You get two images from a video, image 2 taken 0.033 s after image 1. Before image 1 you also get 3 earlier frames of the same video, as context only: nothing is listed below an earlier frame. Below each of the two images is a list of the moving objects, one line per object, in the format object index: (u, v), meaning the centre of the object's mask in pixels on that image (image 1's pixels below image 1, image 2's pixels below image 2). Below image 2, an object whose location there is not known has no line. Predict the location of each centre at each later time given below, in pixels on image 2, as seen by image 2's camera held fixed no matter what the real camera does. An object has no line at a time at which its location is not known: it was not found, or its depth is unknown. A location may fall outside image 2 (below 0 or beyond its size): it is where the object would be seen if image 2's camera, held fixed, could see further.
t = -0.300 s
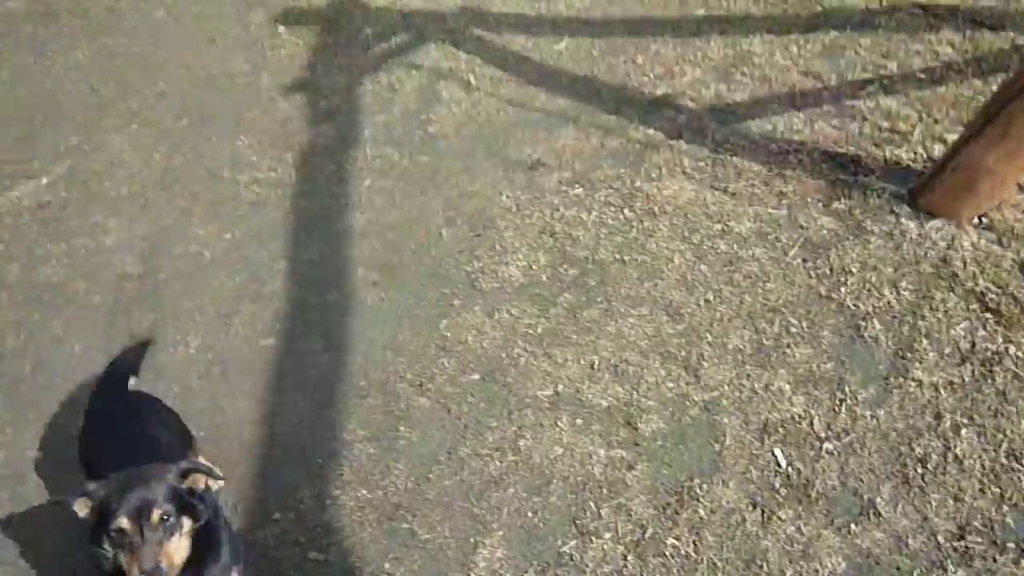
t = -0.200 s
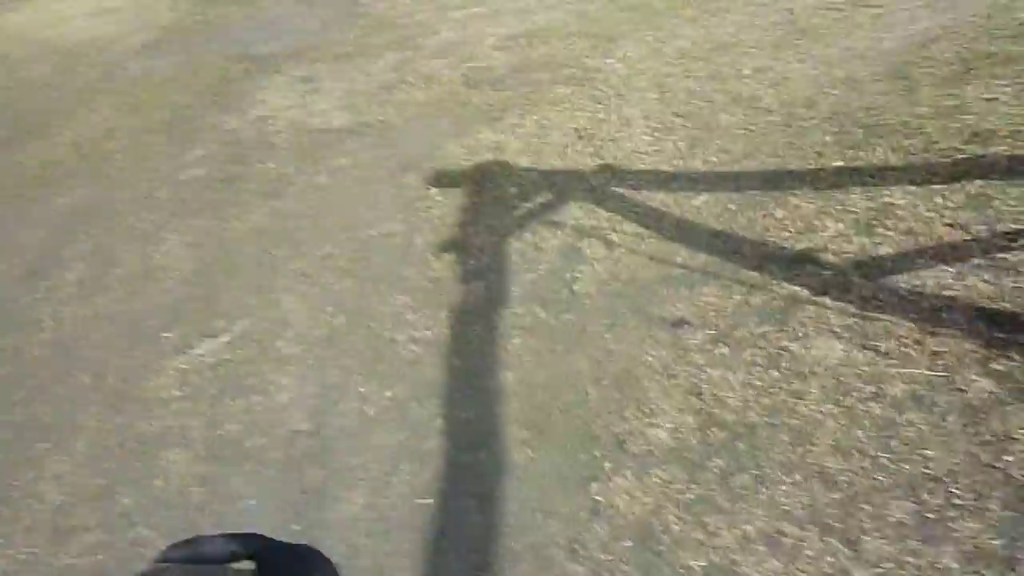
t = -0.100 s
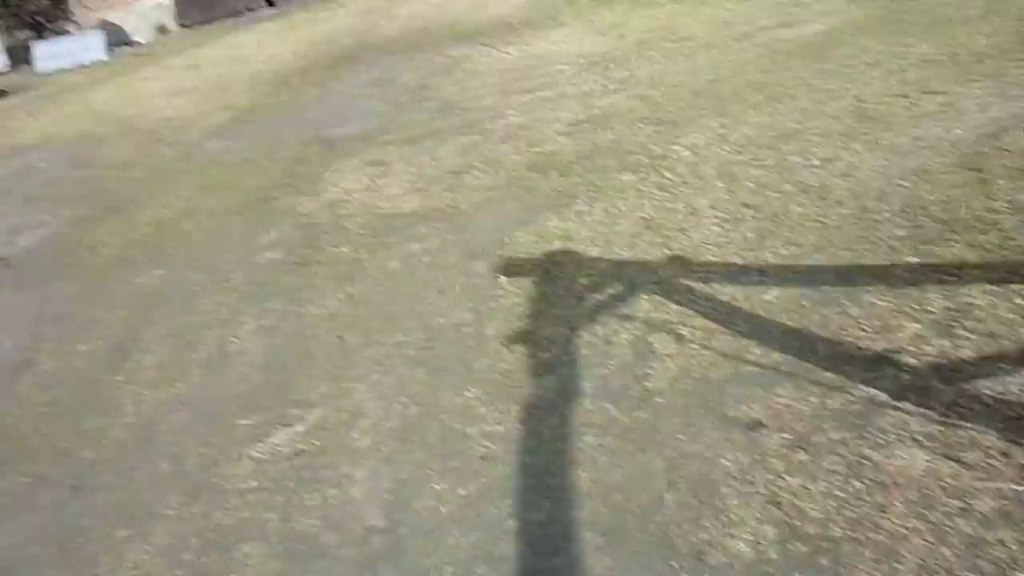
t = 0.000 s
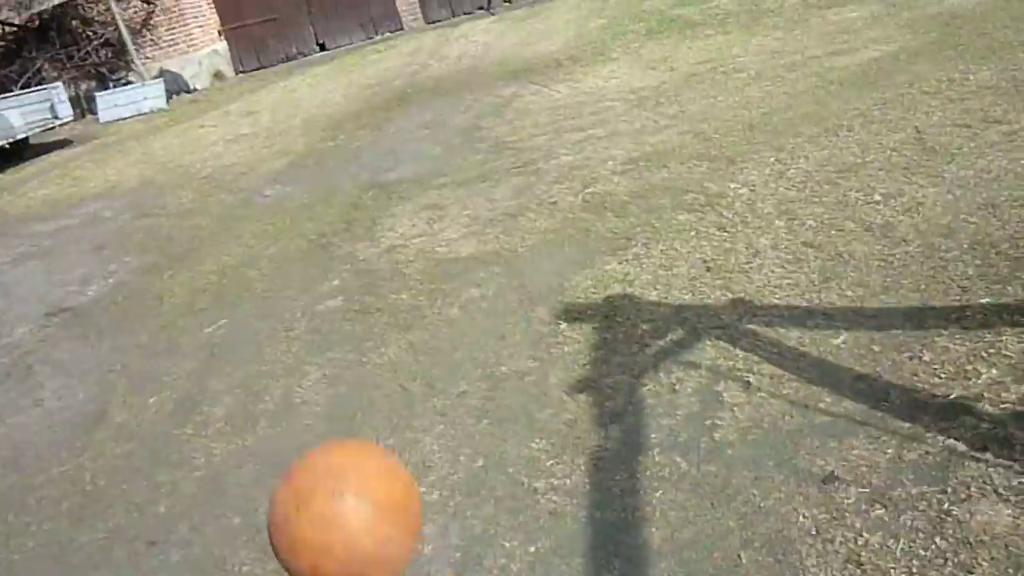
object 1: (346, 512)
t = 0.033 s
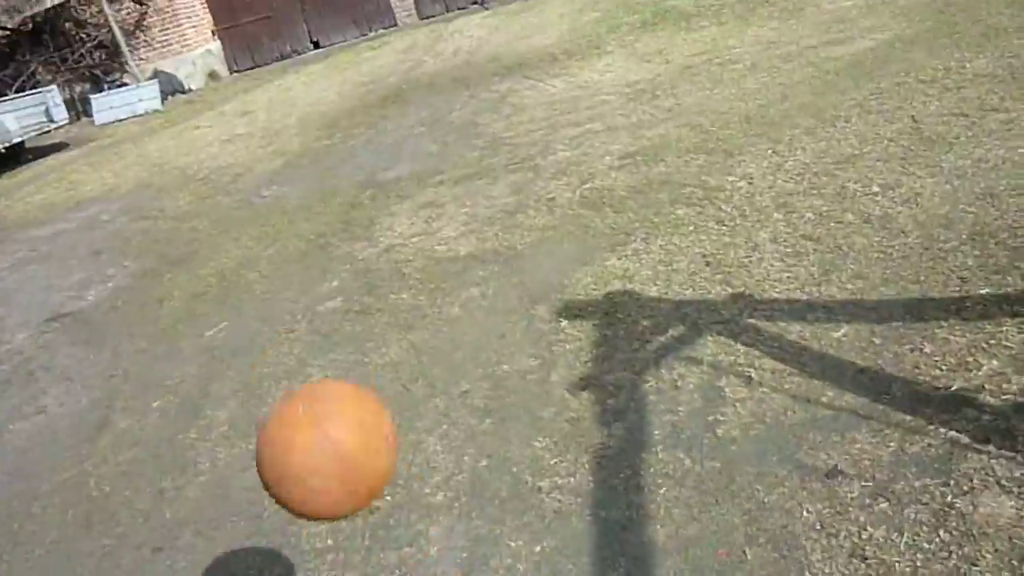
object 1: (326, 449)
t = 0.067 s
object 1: (308, 392)
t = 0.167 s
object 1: (276, 287)
